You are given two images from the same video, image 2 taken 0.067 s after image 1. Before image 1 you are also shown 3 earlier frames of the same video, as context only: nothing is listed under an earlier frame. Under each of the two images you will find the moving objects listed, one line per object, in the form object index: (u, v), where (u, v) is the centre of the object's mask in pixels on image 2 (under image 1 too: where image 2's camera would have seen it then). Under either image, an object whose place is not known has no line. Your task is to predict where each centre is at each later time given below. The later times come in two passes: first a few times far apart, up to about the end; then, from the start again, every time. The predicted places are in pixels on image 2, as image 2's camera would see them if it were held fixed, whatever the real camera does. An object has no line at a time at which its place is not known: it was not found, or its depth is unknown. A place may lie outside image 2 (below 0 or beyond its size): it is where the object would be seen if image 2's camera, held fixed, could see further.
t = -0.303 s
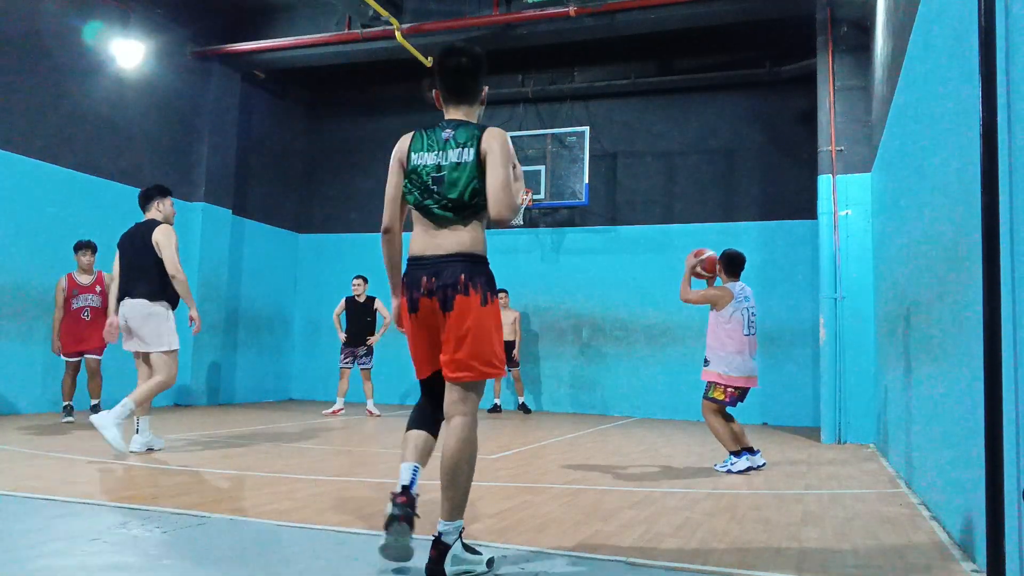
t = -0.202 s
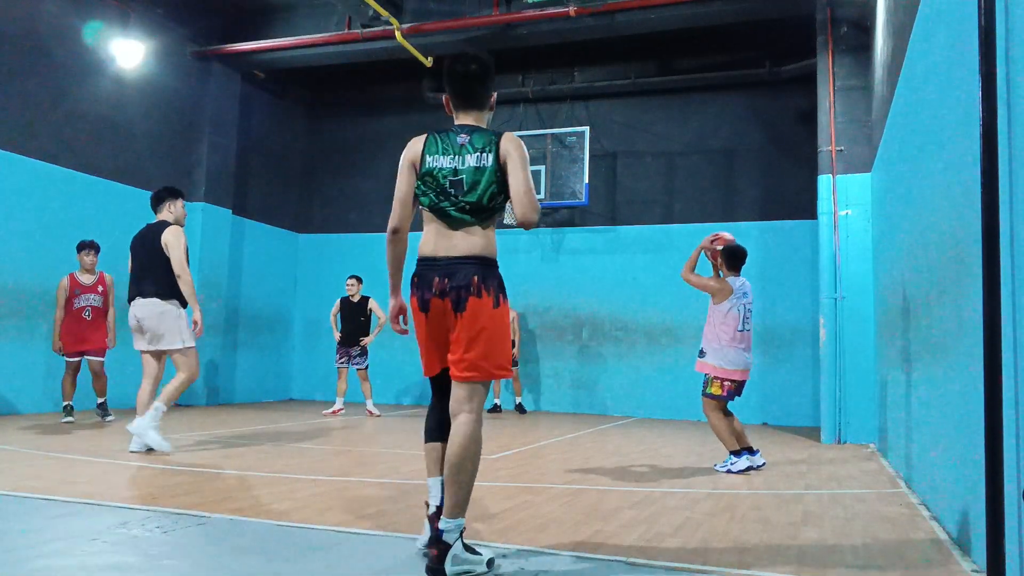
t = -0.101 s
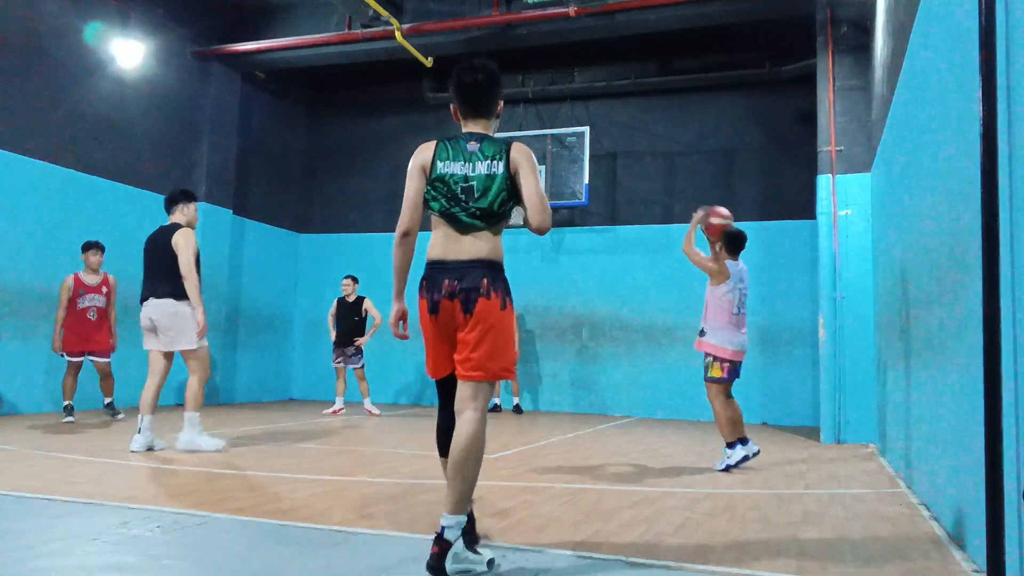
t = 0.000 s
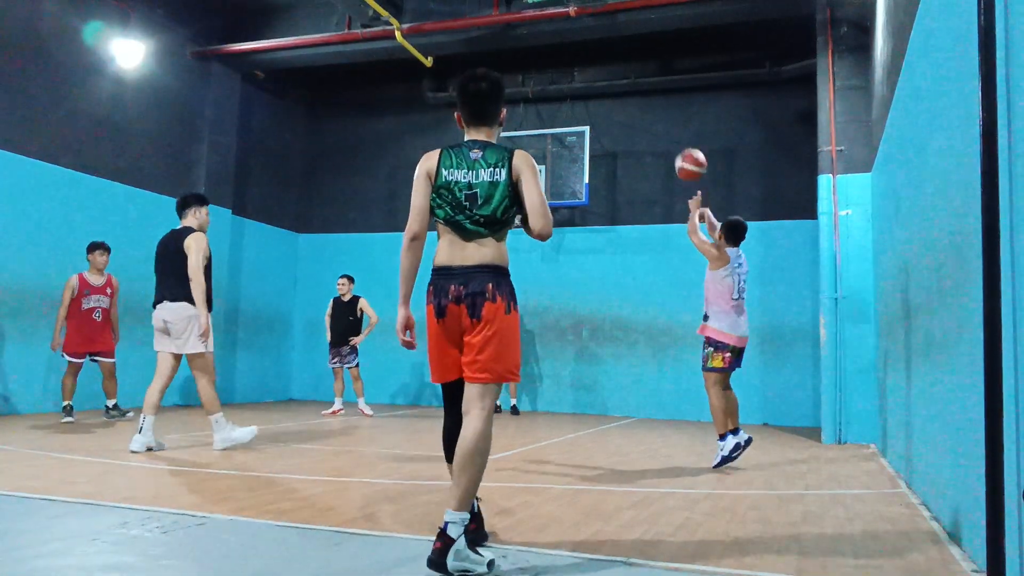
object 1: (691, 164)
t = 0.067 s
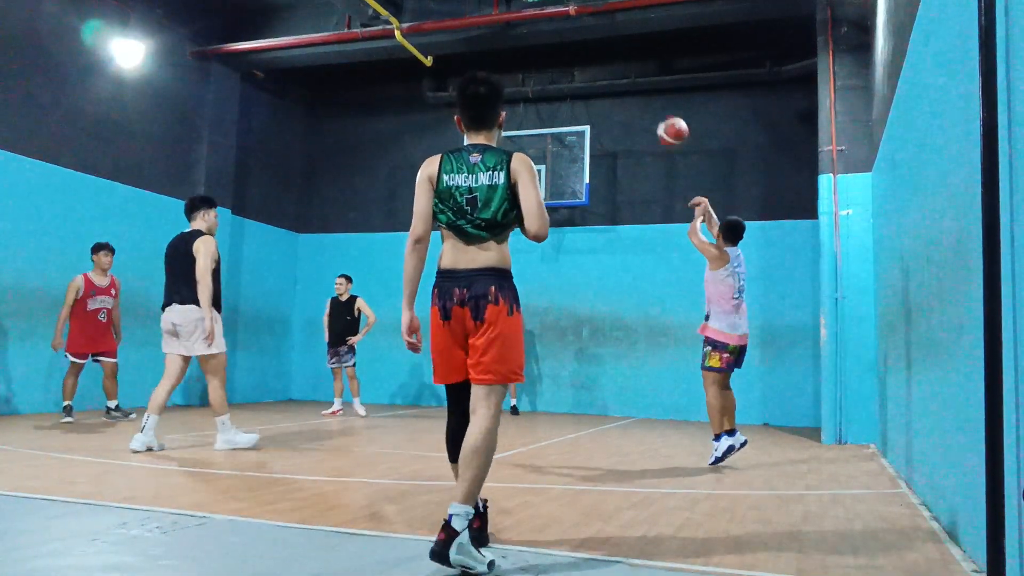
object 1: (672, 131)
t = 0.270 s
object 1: (625, 75)
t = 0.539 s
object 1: (574, 70)
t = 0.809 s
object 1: (534, 121)
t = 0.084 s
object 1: (668, 124)
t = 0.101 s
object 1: (664, 117)
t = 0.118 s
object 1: (660, 112)
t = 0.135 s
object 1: (655, 106)
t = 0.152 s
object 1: (651, 101)
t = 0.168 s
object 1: (647, 96)
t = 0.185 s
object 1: (643, 92)
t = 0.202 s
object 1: (639, 88)
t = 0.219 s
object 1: (636, 85)
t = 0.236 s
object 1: (632, 81)
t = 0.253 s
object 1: (628, 78)
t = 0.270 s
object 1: (625, 75)
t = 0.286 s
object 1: (621, 73)
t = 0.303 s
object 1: (617, 71)
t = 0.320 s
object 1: (614, 69)
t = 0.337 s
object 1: (611, 67)
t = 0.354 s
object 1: (607, 66)
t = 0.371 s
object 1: (604, 66)
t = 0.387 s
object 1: (601, 65)
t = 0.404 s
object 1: (598, 65)
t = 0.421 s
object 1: (595, 65)
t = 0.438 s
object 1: (592, 64)
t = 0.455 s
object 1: (589, 64)
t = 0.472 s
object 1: (586, 65)
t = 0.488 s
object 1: (583, 66)
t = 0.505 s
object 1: (580, 68)
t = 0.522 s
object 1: (577, 69)
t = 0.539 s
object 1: (574, 70)
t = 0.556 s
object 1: (571, 72)
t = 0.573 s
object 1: (569, 74)
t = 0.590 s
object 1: (566, 76)
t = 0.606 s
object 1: (563, 78)
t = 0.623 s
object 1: (561, 81)
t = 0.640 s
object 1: (558, 84)
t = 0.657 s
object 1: (555, 88)
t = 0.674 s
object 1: (553, 91)
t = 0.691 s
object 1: (550, 94)
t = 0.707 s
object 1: (548, 97)
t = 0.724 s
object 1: (546, 101)
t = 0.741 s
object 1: (543, 105)
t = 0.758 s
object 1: (540, 109)
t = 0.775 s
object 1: (538, 112)
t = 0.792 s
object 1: (536, 117)
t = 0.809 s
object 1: (534, 121)
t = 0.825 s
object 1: (532, 126)
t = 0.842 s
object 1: (529, 131)
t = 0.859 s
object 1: (527, 136)
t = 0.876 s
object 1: (525, 141)
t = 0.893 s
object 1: (522, 146)
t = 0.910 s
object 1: (521, 152)
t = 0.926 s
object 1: (519, 157)
